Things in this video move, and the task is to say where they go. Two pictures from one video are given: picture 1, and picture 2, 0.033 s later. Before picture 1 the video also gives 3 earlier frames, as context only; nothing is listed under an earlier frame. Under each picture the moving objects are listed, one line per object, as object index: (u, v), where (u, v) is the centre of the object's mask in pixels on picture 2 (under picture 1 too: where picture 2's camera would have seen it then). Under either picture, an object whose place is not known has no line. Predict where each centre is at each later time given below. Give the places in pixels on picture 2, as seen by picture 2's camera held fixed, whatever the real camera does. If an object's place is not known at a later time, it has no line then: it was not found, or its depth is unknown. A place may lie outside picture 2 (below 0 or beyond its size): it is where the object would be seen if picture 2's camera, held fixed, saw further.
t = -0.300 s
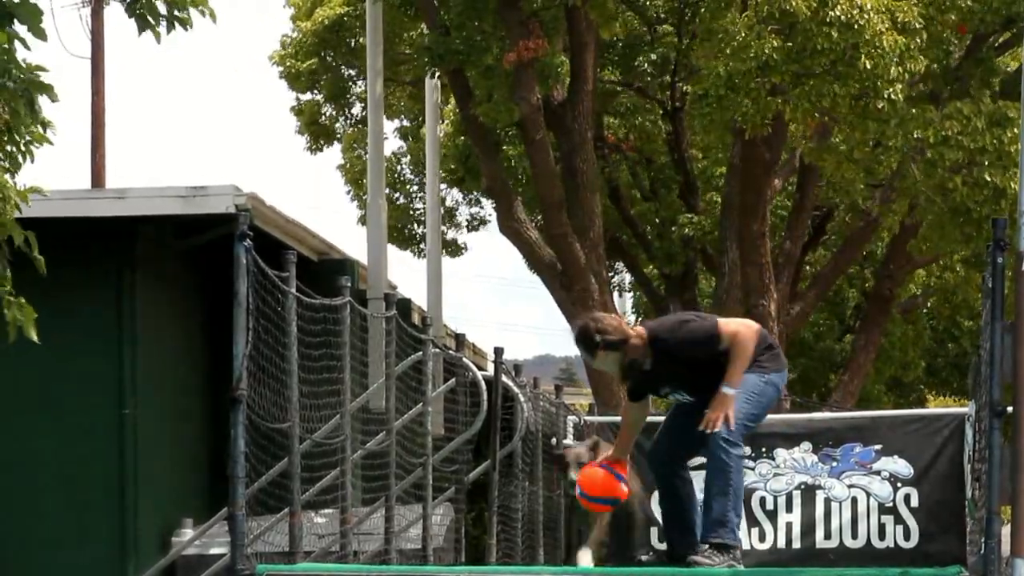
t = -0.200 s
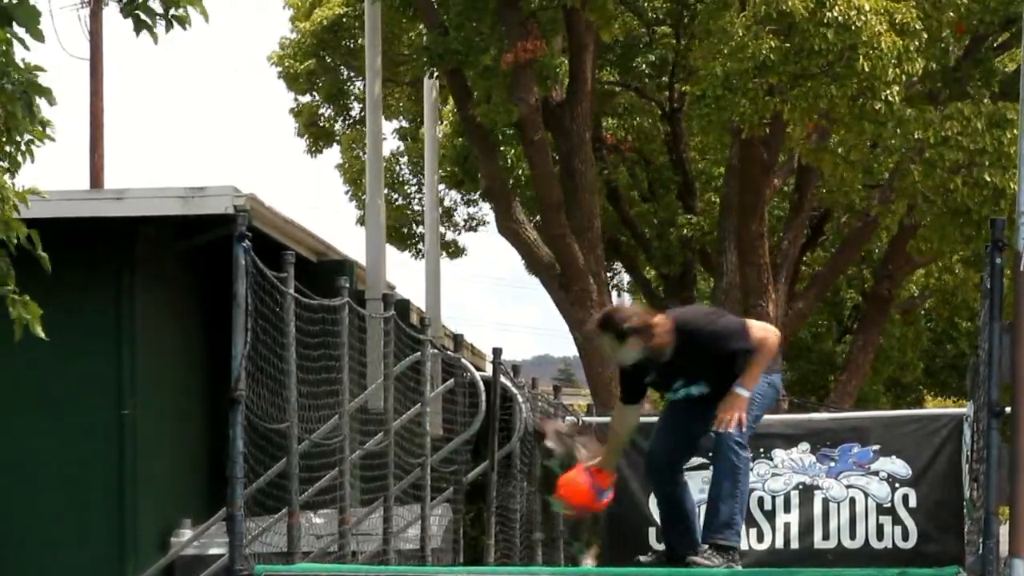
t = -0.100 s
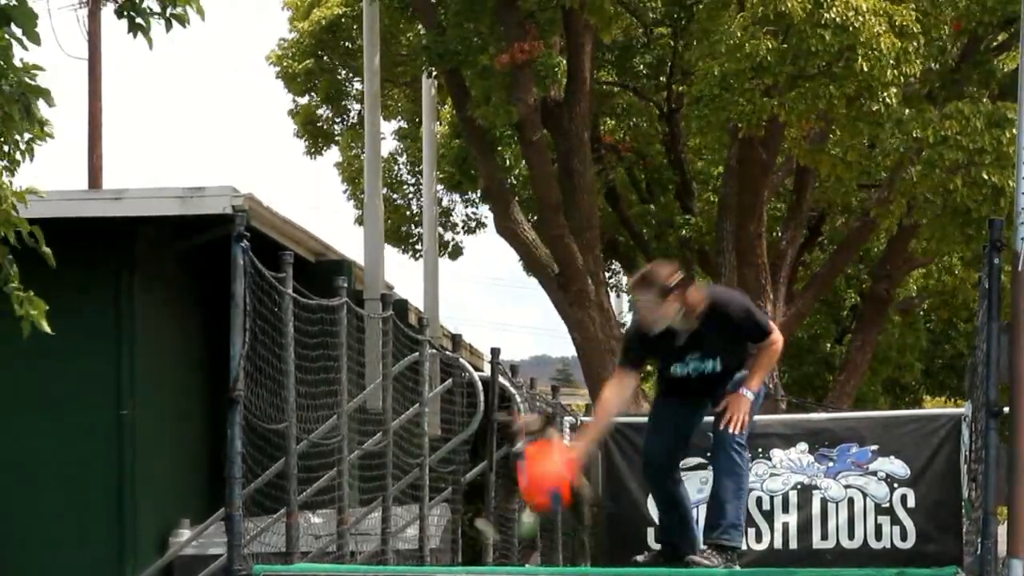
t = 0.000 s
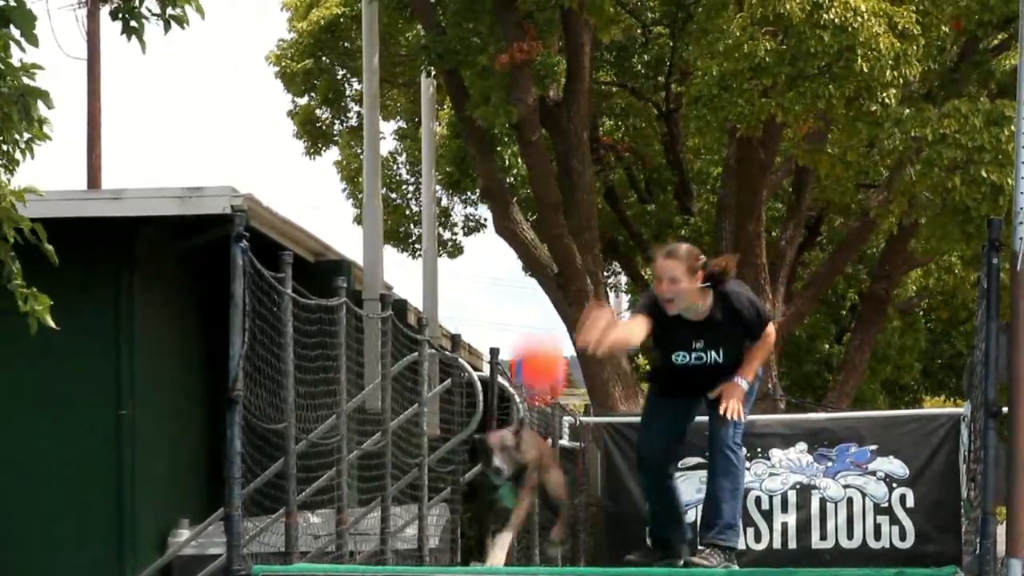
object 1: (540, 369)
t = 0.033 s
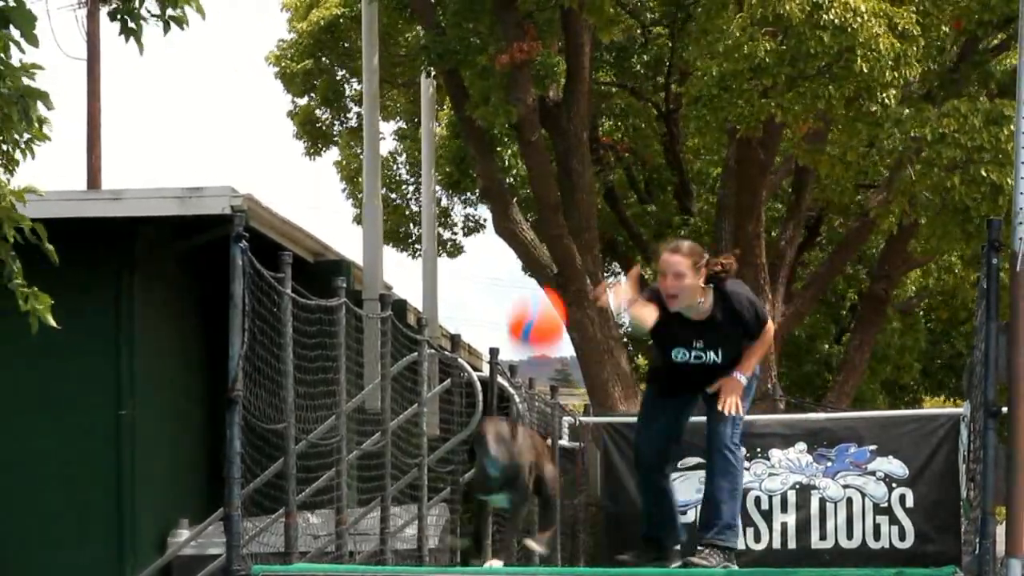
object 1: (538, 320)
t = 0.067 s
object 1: (539, 285)
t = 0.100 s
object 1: (538, 255)
